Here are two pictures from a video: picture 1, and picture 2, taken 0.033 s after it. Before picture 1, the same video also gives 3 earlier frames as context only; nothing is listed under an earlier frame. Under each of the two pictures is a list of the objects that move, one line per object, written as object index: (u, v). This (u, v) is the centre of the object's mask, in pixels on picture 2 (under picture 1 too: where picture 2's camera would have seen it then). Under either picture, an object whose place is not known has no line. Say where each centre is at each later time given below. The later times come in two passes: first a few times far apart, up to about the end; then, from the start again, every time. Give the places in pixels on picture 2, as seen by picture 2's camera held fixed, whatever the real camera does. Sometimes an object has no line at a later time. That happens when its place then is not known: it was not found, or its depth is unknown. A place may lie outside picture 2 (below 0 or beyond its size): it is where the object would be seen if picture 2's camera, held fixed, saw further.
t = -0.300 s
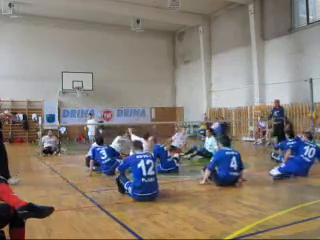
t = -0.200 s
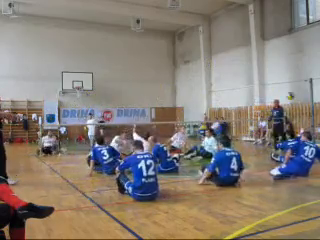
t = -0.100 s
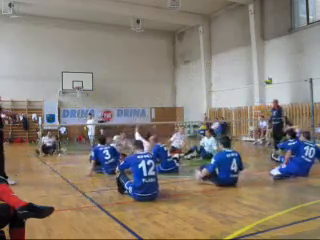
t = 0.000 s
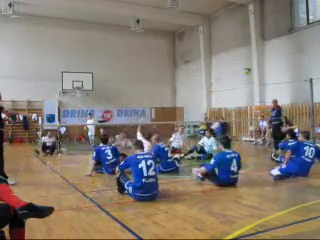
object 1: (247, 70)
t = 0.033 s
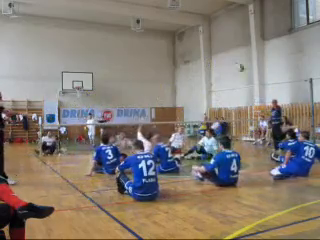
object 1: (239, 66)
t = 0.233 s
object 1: (204, 61)
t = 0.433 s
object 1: (170, 68)
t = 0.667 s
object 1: (137, 90)
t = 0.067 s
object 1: (234, 65)
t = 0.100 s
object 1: (228, 64)
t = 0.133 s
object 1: (222, 62)
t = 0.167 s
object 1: (216, 62)
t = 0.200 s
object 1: (209, 61)
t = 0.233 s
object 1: (204, 61)
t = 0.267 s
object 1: (197, 61)
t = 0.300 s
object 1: (192, 62)
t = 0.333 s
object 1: (186, 63)
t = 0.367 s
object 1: (181, 64)
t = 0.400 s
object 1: (176, 66)
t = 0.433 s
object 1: (170, 68)
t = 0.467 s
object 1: (165, 70)
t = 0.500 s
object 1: (159, 74)
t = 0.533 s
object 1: (154, 76)
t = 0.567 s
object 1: (150, 79)
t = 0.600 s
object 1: (145, 82)
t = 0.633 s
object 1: (141, 86)
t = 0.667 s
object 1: (137, 90)
